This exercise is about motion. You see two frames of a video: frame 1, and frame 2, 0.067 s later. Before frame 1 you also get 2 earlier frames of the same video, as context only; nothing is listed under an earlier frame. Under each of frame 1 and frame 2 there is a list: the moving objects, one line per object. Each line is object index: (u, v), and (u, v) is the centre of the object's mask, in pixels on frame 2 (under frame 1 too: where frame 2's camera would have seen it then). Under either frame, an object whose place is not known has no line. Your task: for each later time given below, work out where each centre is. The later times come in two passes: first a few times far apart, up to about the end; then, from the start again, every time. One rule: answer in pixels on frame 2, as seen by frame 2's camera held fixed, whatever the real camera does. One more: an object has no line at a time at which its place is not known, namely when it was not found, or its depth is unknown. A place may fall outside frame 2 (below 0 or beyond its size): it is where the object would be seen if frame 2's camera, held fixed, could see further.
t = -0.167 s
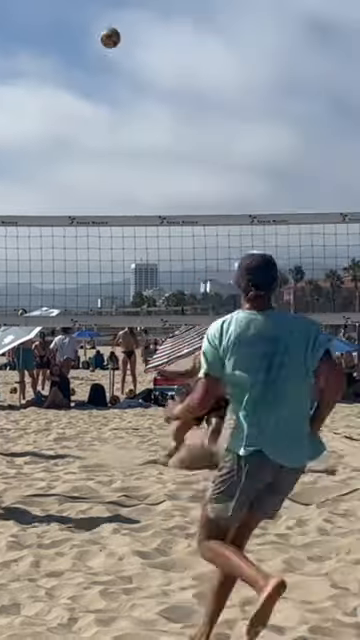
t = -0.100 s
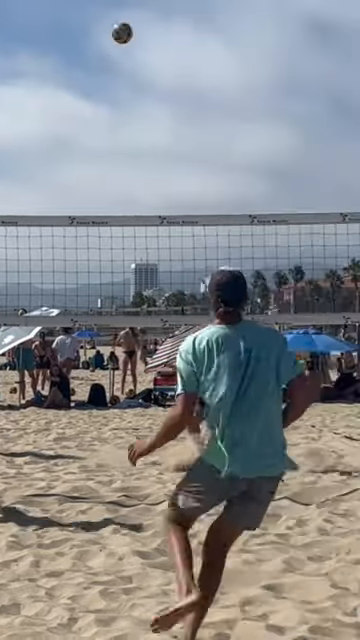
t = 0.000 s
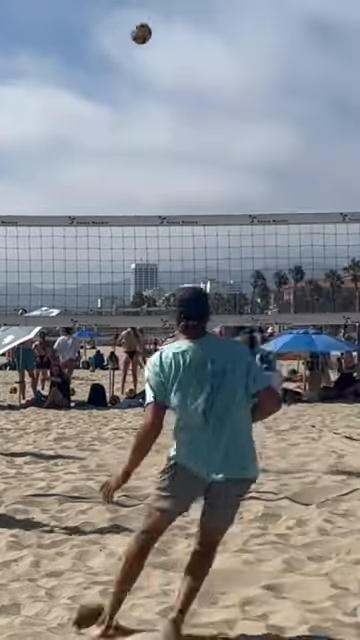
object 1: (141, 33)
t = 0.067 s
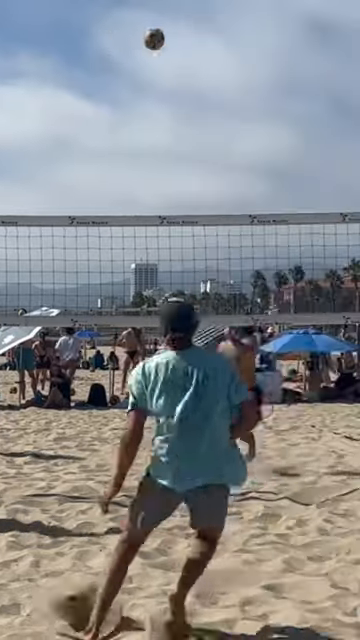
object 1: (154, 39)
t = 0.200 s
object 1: (181, 64)
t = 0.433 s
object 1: (234, 153)
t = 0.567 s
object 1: (269, 232)
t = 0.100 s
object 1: (161, 44)
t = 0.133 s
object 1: (167, 49)
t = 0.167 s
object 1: (174, 56)
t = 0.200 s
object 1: (181, 64)
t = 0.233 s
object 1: (188, 73)
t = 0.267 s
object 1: (196, 84)
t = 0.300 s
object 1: (203, 95)
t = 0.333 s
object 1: (211, 108)
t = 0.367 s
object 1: (218, 121)
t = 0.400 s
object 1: (226, 137)
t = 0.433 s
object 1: (234, 153)
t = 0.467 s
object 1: (242, 170)
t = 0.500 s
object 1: (250, 188)
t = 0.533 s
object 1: (259, 207)
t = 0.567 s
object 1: (269, 232)
